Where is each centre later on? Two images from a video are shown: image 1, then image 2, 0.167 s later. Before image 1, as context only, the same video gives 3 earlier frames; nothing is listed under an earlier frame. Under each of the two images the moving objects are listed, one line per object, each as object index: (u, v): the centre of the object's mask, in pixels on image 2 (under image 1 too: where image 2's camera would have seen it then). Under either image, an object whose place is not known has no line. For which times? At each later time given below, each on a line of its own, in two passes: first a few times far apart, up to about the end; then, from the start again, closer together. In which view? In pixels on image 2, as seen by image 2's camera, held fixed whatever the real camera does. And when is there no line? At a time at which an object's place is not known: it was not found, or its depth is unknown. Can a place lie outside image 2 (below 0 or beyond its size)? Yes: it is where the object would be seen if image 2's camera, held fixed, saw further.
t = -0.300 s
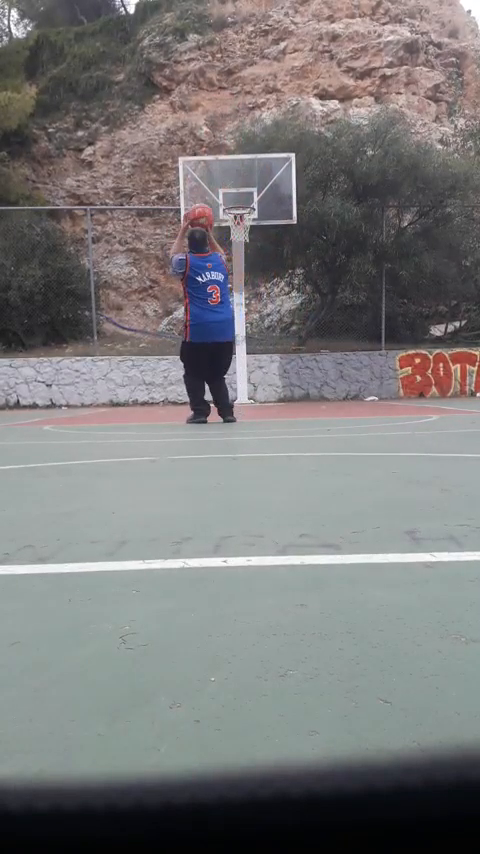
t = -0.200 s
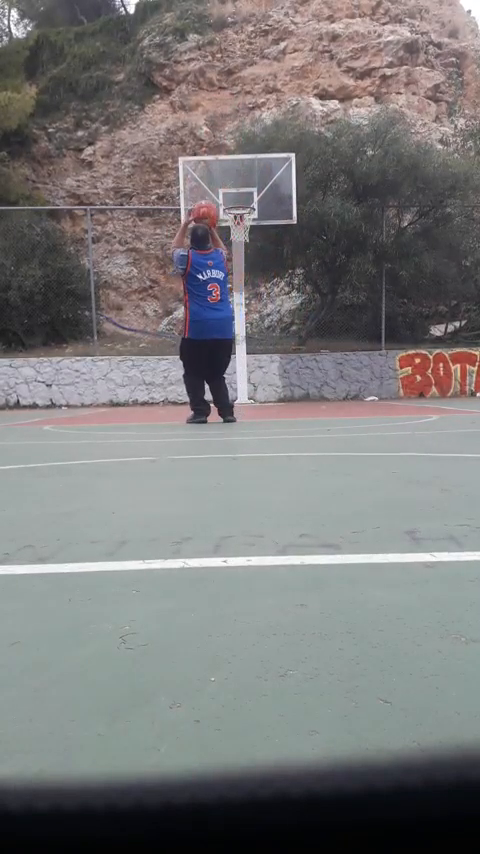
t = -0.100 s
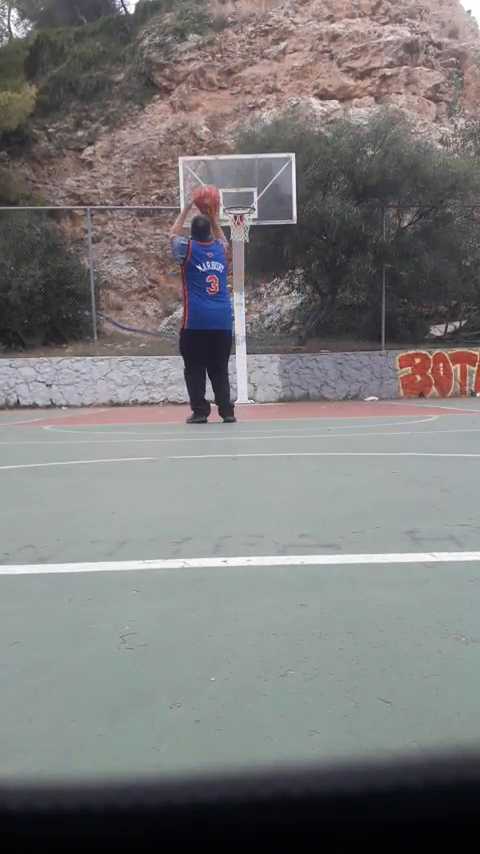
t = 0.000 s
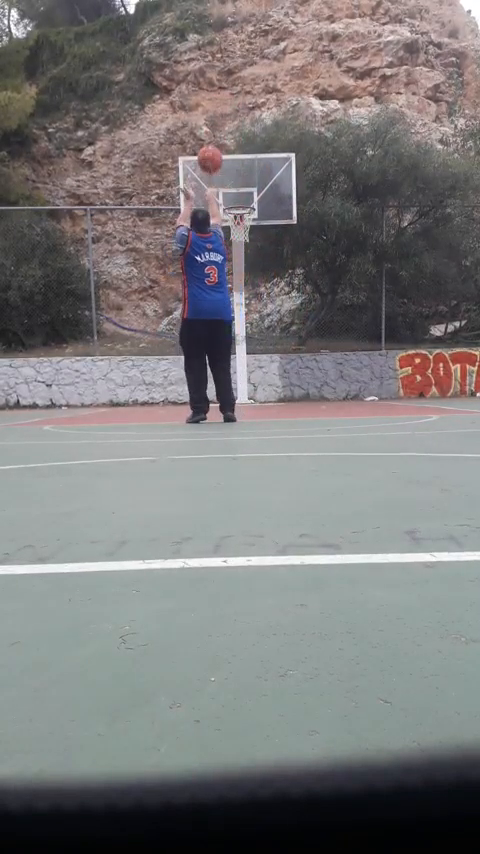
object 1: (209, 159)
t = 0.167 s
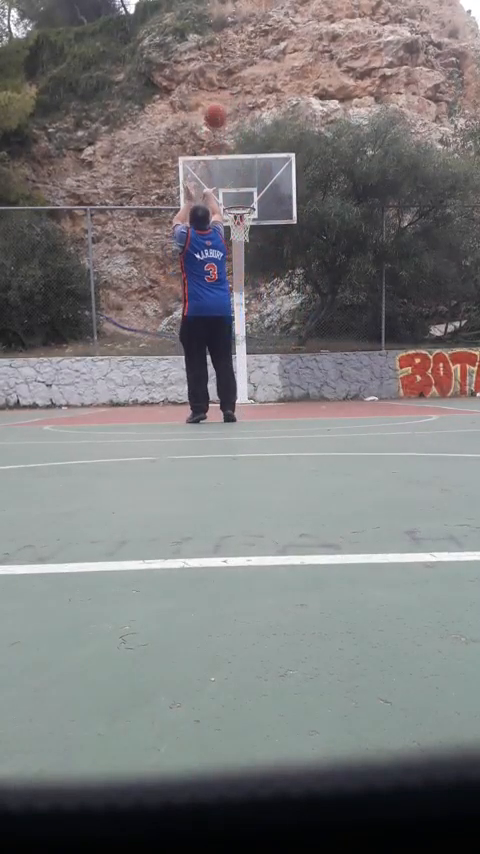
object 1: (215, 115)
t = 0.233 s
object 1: (217, 107)
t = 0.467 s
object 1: (224, 112)
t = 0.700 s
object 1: (231, 152)
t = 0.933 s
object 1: (238, 218)
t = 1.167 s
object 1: (259, 284)
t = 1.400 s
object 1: (280, 387)
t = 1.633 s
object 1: (289, 323)
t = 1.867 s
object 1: (300, 256)
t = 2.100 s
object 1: (312, 227)
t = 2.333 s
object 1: (325, 239)
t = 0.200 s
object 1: (216, 111)
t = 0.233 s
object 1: (217, 107)
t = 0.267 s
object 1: (218, 105)
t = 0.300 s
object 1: (220, 103)
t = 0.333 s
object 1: (221, 103)
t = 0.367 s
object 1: (222, 103)
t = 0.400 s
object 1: (222, 104)
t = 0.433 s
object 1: (223, 107)
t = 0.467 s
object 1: (224, 112)
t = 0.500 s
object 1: (226, 114)
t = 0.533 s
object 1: (226, 119)
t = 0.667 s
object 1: (231, 144)
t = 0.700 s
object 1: (231, 152)
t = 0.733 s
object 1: (231, 160)
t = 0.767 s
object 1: (232, 169)
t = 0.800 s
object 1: (233, 178)
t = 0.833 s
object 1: (234, 188)
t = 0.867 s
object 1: (234, 198)
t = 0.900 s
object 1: (236, 207)
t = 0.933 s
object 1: (238, 218)
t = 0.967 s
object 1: (241, 225)
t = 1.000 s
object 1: (245, 235)
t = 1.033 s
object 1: (248, 244)
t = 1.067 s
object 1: (251, 251)
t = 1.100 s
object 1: (254, 263)
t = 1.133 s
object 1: (256, 272)
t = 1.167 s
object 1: (259, 284)
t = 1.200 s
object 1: (263, 296)
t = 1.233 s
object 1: (264, 310)
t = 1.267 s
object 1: (267, 325)
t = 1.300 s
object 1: (271, 338)
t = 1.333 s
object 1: (274, 353)
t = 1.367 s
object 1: (277, 370)
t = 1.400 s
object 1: (280, 387)
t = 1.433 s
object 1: (282, 401)
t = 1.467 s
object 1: (284, 387)
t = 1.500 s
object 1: (285, 373)
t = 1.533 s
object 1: (287, 360)
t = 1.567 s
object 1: (287, 346)
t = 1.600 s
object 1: (289, 334)
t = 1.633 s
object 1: (289, 323)
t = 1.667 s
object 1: (292, 312)
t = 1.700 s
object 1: (293, 300)
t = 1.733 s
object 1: (295, 289)
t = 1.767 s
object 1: (296, 280)
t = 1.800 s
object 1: (297, 272)
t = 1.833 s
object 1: (298, 264)
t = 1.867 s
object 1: (300, 256)
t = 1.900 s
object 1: (302, 250)
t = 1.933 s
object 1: (304, 244)
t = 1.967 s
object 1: (305, 239)
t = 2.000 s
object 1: (307, 235)
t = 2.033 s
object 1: (308, 231)
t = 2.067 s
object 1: (310, 228)
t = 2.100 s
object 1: (312, 227)
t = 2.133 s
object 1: (313, 226)
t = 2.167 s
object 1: (316, 226)
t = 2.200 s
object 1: (317, 226)
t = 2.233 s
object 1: (319, 228)
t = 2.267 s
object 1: (322, 230)
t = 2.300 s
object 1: (324, 234)
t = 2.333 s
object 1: (325, 239)
